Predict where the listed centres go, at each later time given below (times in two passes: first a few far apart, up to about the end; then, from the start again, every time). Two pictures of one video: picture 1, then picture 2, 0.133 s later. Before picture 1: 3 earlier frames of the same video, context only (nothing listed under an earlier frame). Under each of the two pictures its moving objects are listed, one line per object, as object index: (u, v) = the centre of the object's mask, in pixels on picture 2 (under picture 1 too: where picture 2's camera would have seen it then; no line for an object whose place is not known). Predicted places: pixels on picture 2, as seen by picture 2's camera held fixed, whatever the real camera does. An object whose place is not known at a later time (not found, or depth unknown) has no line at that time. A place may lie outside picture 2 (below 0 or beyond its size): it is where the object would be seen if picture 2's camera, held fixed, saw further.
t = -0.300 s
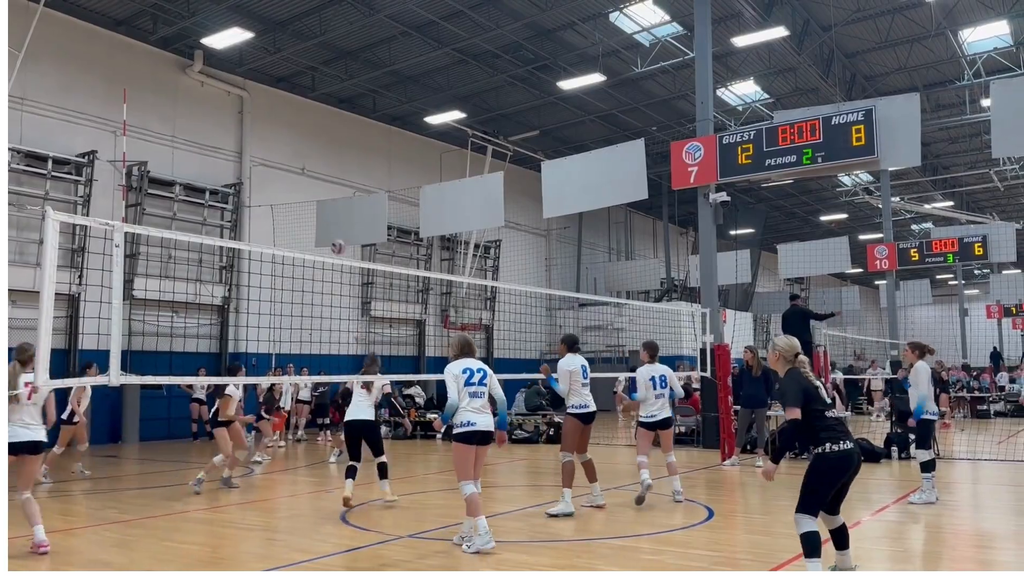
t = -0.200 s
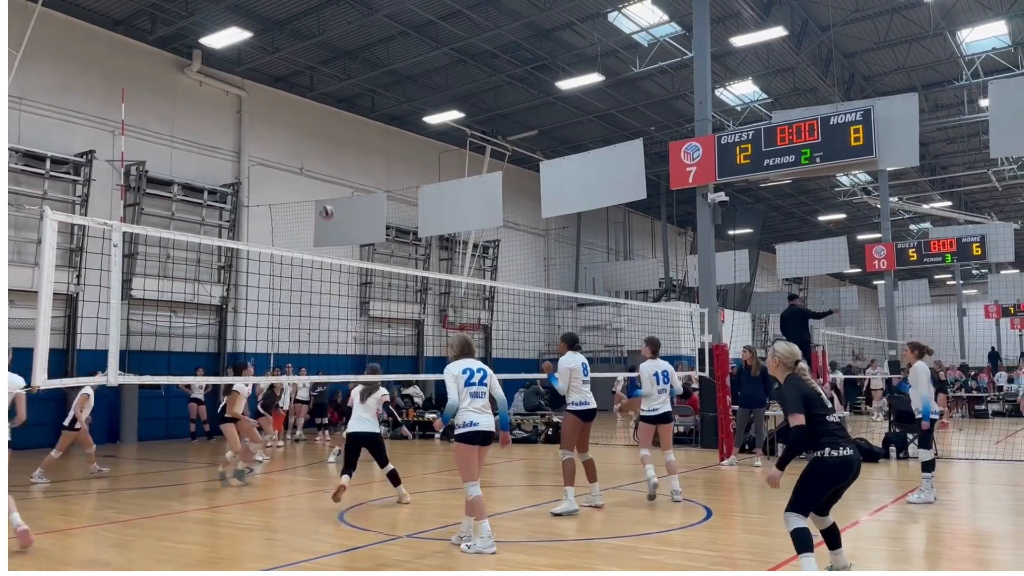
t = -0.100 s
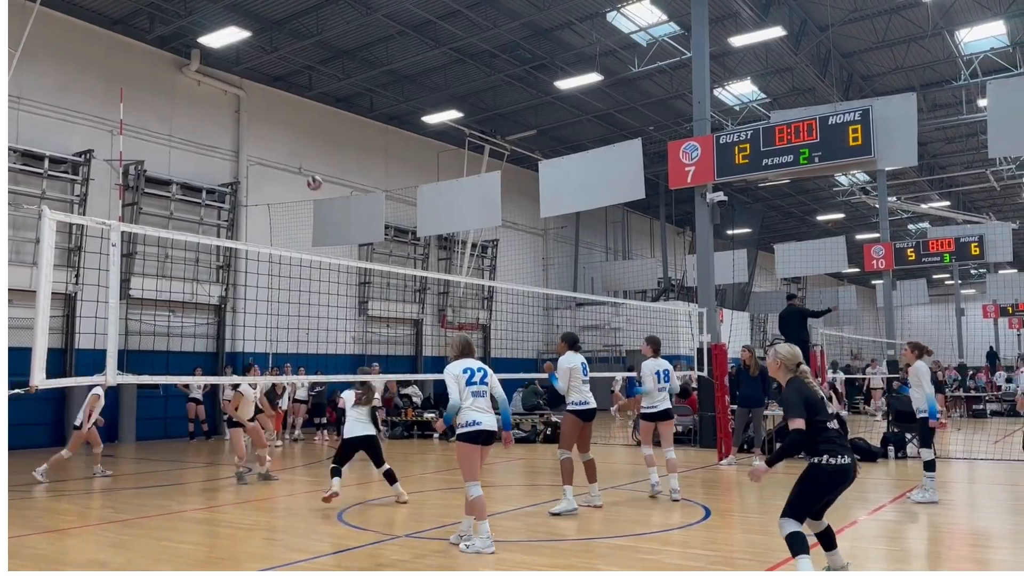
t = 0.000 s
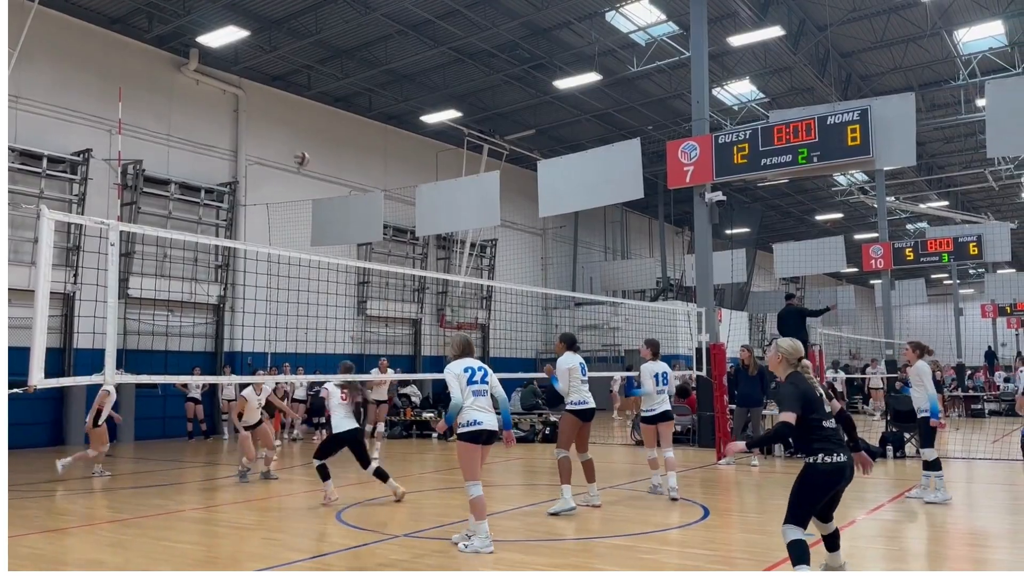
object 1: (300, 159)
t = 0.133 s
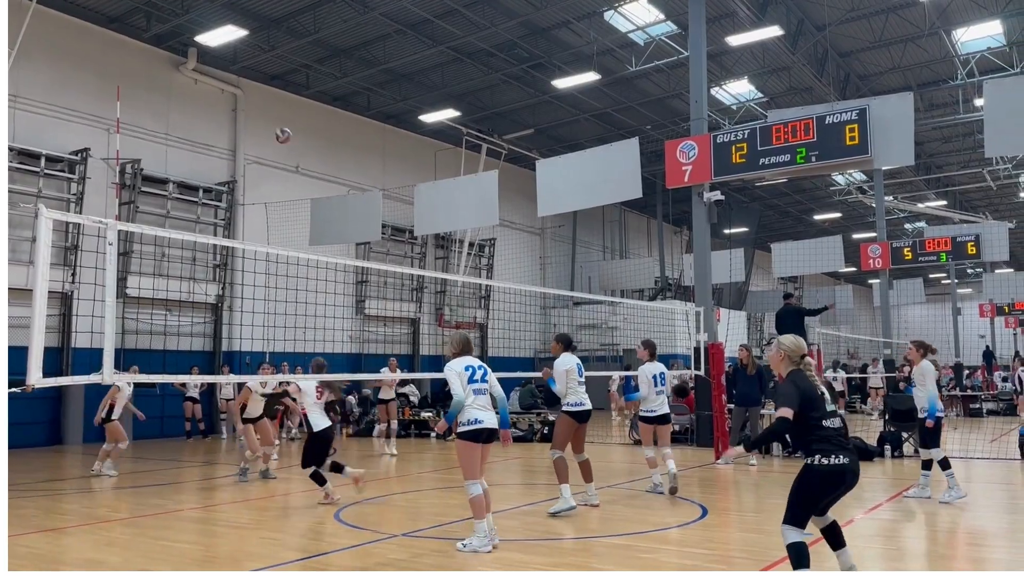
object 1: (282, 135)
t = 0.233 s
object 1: (269, 126)
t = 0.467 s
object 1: (235, 132)
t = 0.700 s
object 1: (194, 187)
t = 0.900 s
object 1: (156, 281)
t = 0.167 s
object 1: (279, 132)
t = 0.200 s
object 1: (274, 128)
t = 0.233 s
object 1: (269, 126)
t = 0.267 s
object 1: (265, 124)
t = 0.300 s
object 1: (260, 123)
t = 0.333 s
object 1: (256, 124)
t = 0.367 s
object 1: (250, 124)
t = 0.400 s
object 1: (245, 126)
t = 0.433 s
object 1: (240, 129)
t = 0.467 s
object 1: (235, 132)
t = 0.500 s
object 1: (229, 136)
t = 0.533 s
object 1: (223, 142)
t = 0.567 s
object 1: (218, 149)
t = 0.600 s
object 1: (211, 157)
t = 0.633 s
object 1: (206, 165)
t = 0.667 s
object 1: (200, 175)
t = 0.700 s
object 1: (194, 187)
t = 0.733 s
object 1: (189, 197)
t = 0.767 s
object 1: (182, 211)
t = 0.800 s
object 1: (175, 223)
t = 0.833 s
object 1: (166, 245)
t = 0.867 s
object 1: (163, 261)
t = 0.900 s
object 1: (156, 281)
